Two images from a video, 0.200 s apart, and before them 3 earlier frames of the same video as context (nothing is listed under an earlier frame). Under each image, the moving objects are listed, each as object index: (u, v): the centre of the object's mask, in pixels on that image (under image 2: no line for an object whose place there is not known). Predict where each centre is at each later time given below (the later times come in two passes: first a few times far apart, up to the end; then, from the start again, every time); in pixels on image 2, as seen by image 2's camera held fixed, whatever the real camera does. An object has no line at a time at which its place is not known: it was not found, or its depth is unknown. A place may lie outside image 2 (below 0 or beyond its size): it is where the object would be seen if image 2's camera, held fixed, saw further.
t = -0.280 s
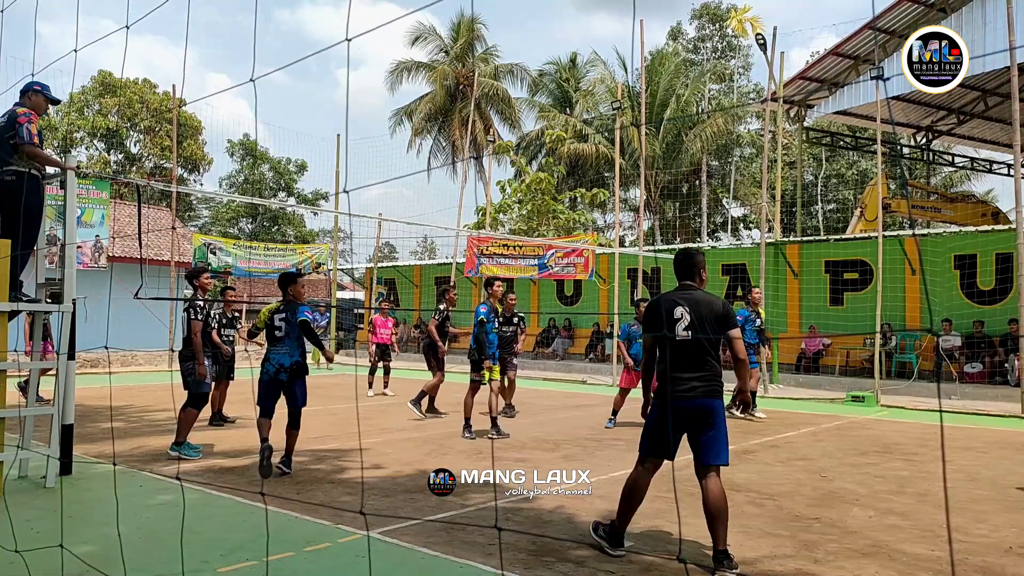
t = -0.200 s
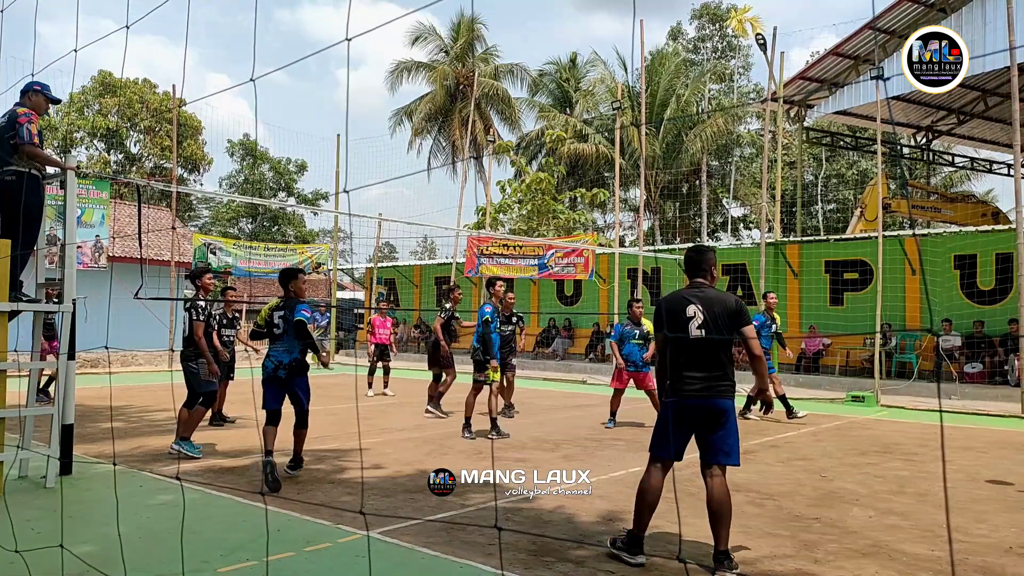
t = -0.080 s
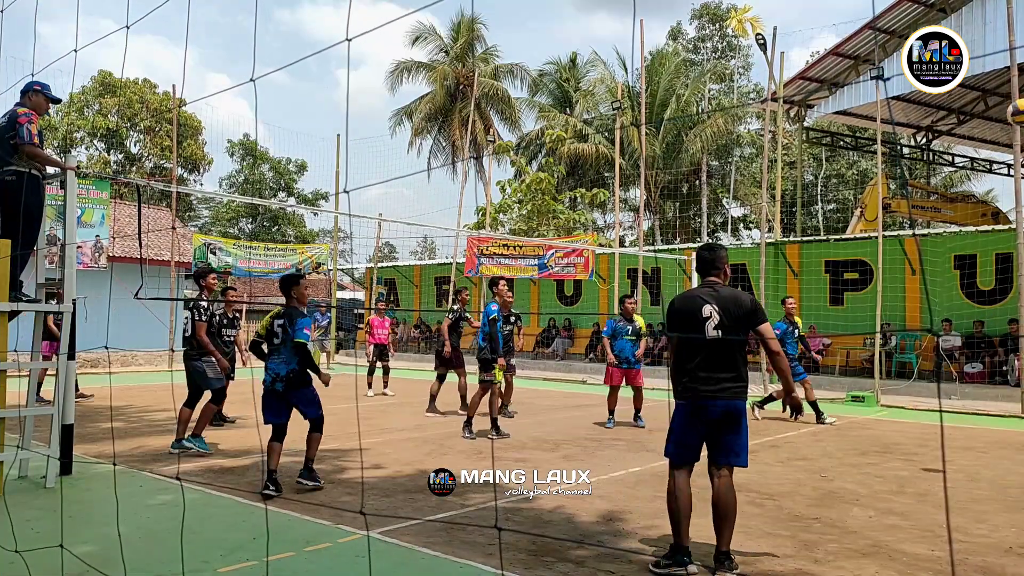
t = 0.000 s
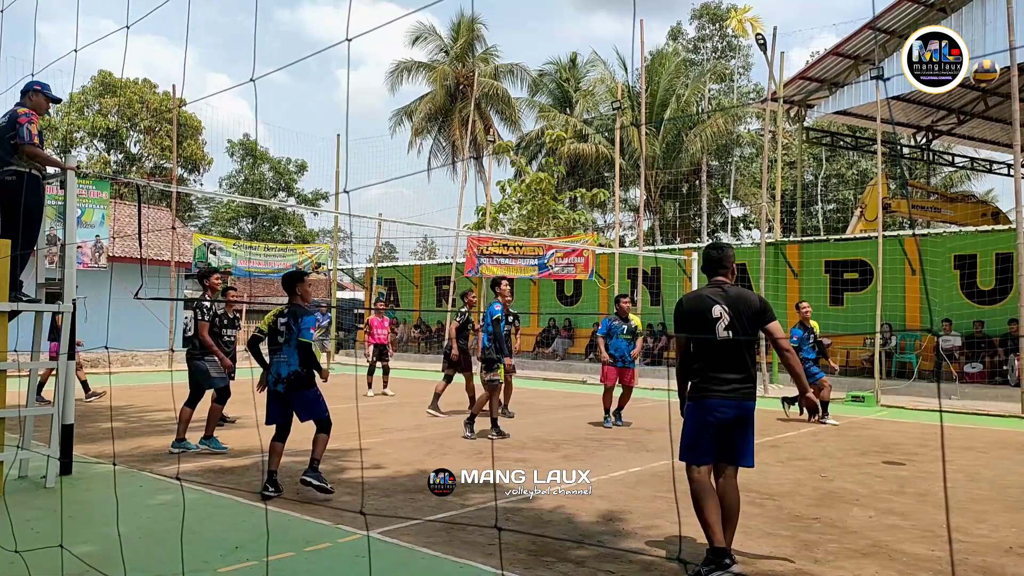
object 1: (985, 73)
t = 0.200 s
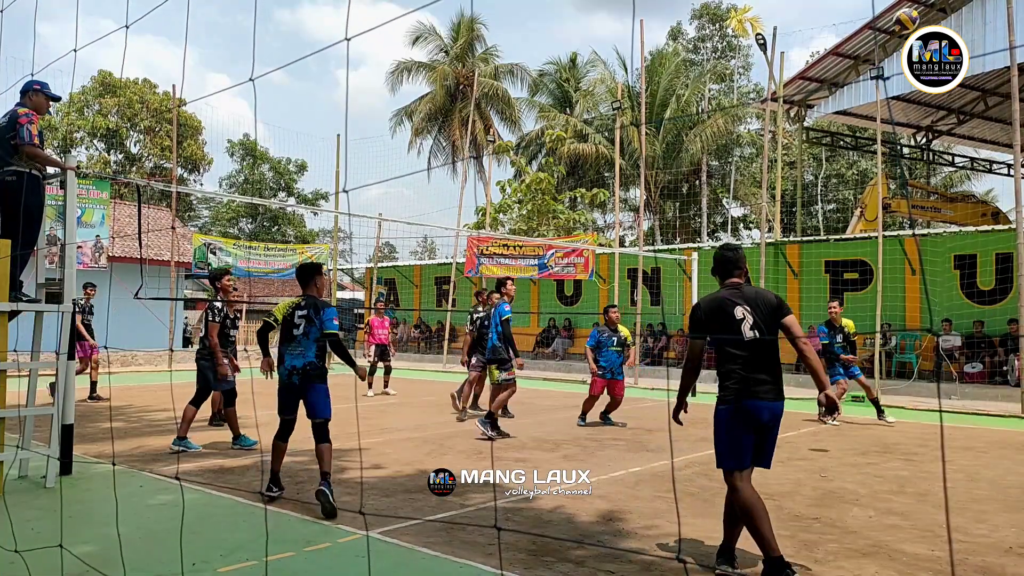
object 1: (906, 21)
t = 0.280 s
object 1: (882, 15)
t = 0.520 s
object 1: (806, 32)
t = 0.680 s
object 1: (767, 70)
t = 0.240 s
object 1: (894, 16)
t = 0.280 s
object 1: (882, 15)
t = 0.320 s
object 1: (866, 13)
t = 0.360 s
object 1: (856, 14)
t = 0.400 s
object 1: (845, 15)
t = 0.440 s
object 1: (830, 20)
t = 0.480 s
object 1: (821, 24)
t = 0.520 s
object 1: (806, 32)
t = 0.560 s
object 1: (797, 39)
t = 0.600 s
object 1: (788, 46)
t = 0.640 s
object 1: (776, 59)
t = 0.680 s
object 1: (767, 70)
